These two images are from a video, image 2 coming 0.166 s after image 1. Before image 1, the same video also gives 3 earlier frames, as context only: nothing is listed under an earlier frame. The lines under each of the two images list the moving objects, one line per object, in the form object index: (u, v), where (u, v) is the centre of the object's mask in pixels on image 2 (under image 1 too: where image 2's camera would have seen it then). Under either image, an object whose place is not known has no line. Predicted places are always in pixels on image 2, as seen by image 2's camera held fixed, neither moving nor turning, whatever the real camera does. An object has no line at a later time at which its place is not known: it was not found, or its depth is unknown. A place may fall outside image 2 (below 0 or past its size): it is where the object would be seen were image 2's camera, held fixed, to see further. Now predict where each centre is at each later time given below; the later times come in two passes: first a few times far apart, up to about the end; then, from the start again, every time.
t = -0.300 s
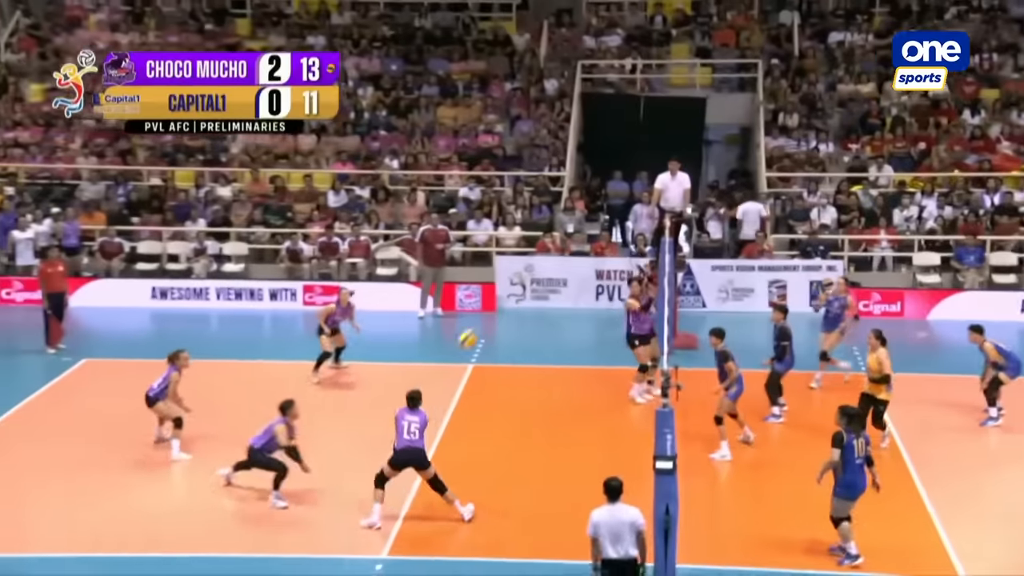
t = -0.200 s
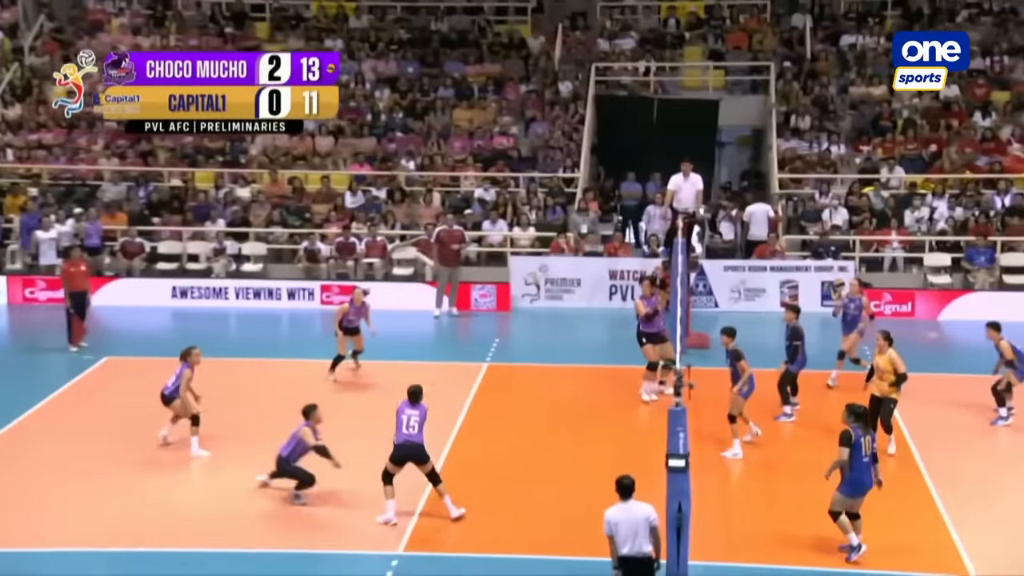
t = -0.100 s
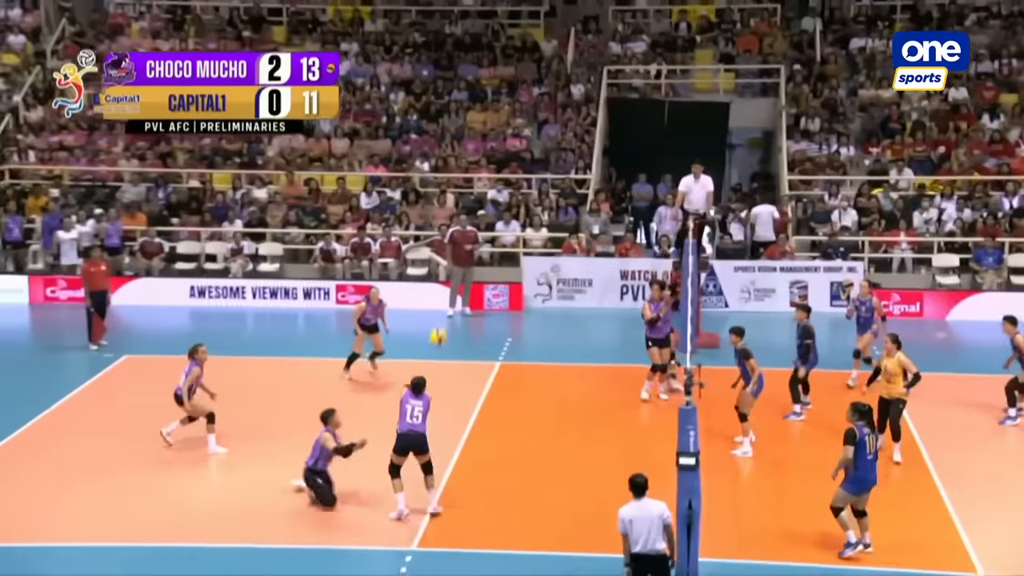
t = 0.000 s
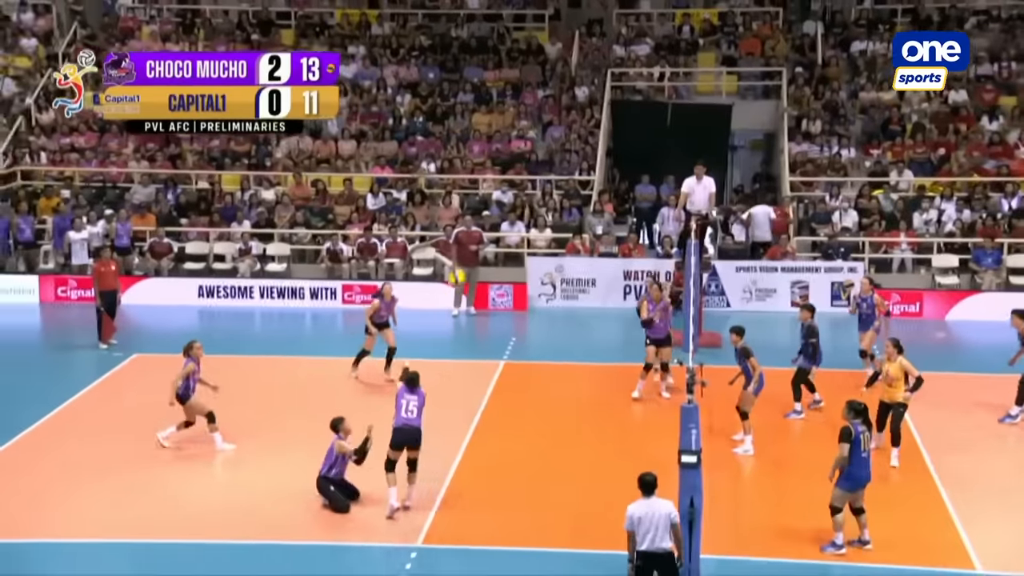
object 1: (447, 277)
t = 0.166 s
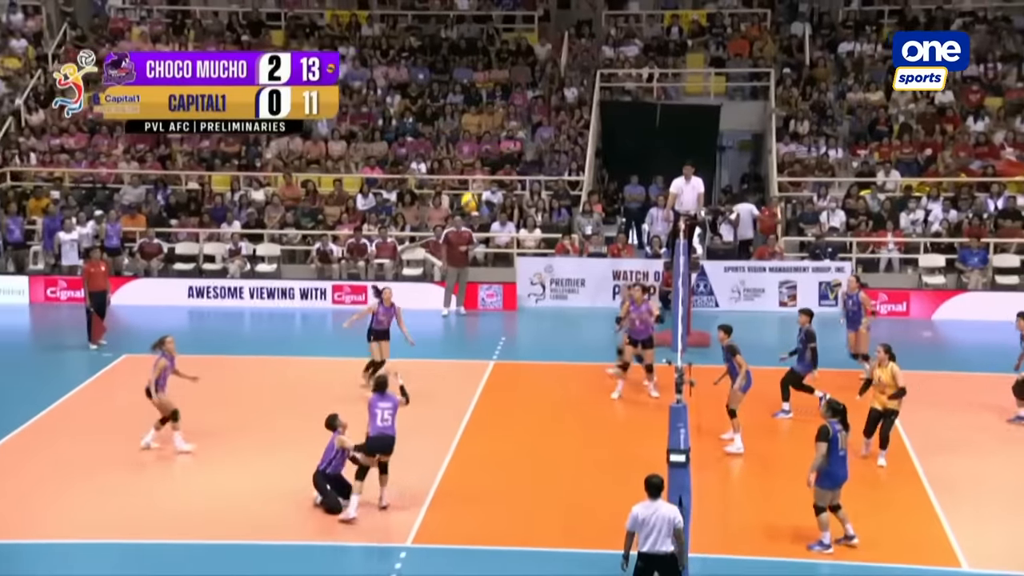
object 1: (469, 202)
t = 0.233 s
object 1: (478, 177)
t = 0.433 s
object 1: (504, 124)
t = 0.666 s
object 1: (533, 106)
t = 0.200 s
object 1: (474, 187)
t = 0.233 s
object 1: (478, 177)
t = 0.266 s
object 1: (482, 166)
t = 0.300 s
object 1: (487, 155)
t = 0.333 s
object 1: (491, 147)
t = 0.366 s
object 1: (495, 139)
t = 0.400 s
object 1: (500, 130)
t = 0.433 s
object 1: (504, 124)
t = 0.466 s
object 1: (509, 120)
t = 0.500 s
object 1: (513, 114)
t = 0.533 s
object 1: (517, 111)
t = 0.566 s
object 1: (521, 109)
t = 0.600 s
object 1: (525, 107)
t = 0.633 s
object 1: (529, 105)
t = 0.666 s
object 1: (533, 106)
